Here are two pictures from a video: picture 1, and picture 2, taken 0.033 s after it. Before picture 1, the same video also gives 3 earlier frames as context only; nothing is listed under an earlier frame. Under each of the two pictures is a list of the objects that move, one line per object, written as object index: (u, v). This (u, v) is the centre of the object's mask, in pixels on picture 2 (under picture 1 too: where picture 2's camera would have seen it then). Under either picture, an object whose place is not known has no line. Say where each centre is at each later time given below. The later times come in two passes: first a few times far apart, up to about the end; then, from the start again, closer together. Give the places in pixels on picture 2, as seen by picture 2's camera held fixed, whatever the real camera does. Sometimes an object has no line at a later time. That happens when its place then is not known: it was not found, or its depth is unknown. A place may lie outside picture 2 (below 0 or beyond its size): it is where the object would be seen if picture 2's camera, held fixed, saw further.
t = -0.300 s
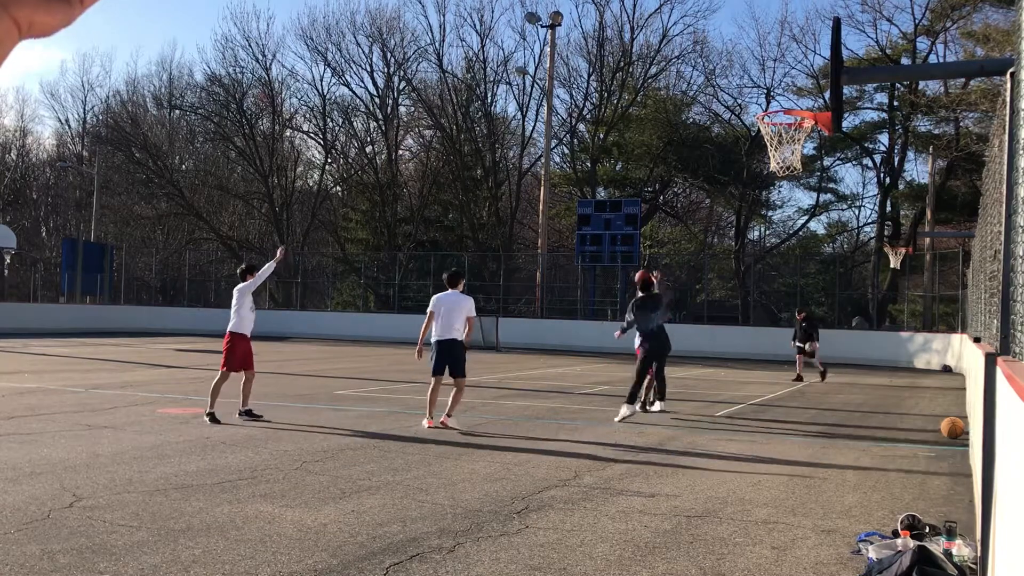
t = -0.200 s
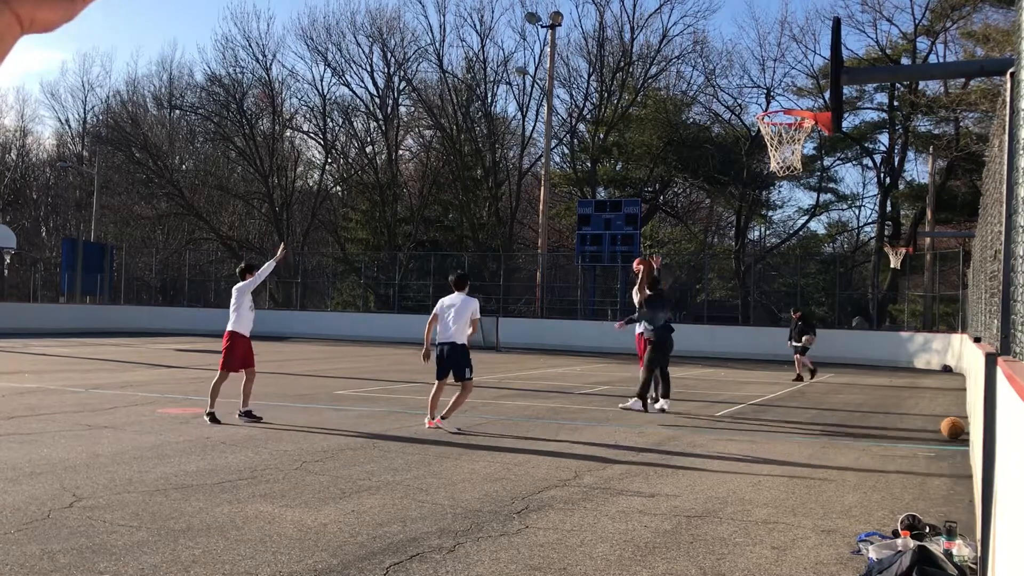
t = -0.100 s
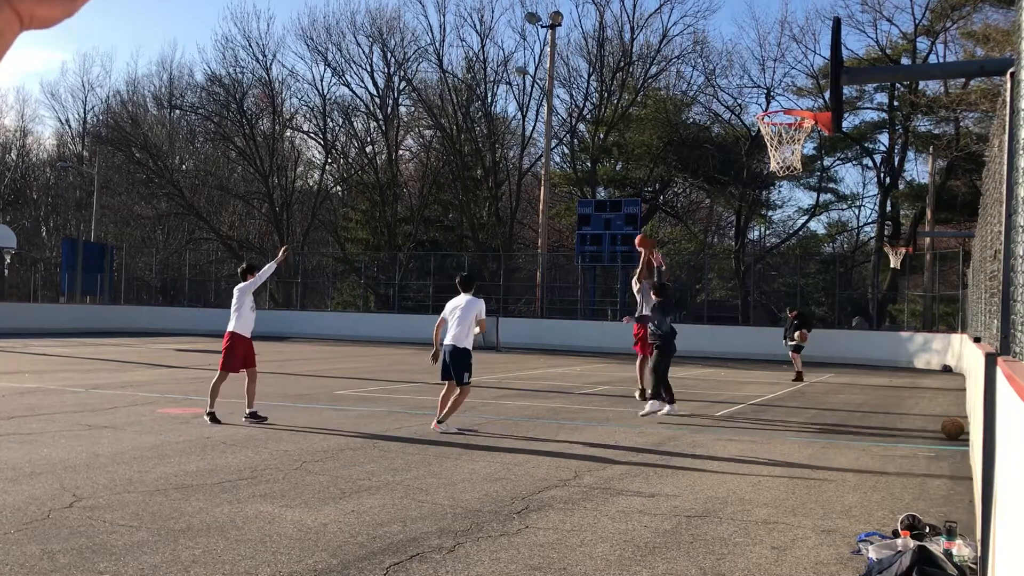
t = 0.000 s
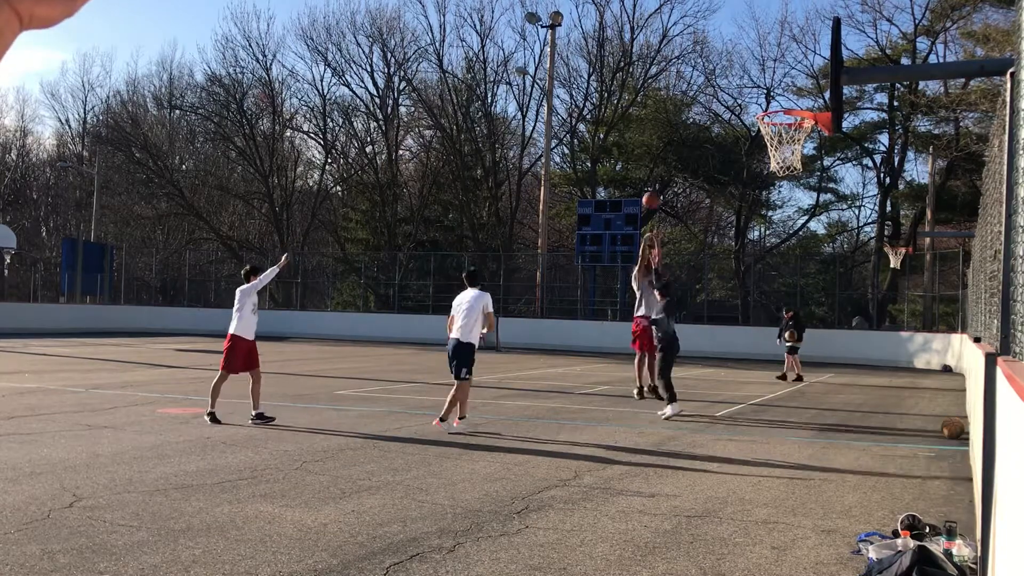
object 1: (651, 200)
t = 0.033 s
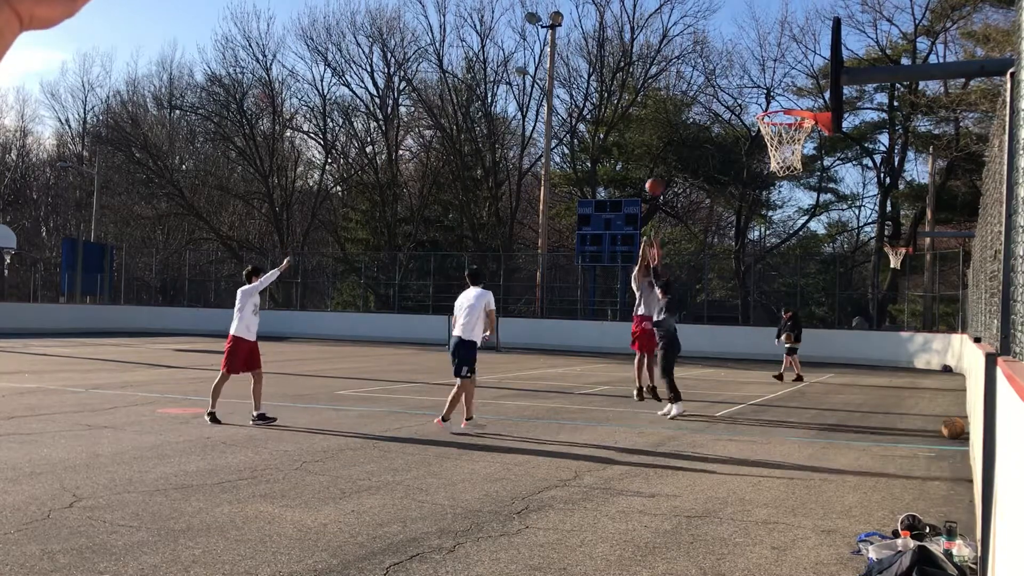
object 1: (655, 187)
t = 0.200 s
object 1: (670, 126)
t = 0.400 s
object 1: (691, 71)
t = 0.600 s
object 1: (714, 45)
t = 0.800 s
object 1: (740, 54)
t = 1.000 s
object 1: (769, 107)
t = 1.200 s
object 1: (800, 92)
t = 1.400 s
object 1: (818, 93)
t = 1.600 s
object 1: (796, 123)
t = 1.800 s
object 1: (780, 198)
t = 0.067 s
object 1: (657, 172)
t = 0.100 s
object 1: (661, 161)
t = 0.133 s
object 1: (664, 148)
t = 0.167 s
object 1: (667, 137)
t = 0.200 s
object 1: (670, 126)
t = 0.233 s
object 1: (674, 115)
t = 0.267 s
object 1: (677, 104)
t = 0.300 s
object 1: (681, 95)
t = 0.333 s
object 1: (685, 86)
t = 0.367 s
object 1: (689, 79)
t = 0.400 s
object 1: (691, 71)
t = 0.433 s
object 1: (695, 65)
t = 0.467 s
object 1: (699, 59)
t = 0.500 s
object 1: (703, 54)
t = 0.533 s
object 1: (707, 50)
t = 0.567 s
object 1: (710, 47)
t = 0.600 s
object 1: (714, 45)
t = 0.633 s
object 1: (719, 44)
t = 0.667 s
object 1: (722, 43)
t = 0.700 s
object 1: (727, 44)
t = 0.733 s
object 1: (731, 46)
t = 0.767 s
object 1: (735, 49)
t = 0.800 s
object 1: (740, 54)
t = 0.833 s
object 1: (744, 59)
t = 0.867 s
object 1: (750, 65)
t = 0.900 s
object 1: (754, 74)
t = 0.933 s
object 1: (759, 83)
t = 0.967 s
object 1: (764, 95)
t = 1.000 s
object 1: (769, 107)
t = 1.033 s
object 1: (774, 109)
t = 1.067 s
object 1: (780, 108)
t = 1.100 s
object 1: (787, 107)
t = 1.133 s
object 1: (791, 99)
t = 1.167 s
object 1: (796, 95)
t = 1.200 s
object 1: (800, 92)
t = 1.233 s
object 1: (804, 90)
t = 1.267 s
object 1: (809, 88)
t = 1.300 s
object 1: (813, 88)
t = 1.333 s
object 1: (816, 89)
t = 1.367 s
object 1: (819, 92)
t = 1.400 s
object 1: (818, 93)
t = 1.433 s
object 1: (816, 96)
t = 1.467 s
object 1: (813, 99)
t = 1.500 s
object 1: (810, 101)
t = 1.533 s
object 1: (808, 105)
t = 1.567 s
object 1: (802, 111)
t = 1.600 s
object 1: (796, 123)
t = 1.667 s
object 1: (792, 146)
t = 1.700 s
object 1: (785, 155)
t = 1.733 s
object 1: (785, 171)
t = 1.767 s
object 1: (784, 184)
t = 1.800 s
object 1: (780, 198)
